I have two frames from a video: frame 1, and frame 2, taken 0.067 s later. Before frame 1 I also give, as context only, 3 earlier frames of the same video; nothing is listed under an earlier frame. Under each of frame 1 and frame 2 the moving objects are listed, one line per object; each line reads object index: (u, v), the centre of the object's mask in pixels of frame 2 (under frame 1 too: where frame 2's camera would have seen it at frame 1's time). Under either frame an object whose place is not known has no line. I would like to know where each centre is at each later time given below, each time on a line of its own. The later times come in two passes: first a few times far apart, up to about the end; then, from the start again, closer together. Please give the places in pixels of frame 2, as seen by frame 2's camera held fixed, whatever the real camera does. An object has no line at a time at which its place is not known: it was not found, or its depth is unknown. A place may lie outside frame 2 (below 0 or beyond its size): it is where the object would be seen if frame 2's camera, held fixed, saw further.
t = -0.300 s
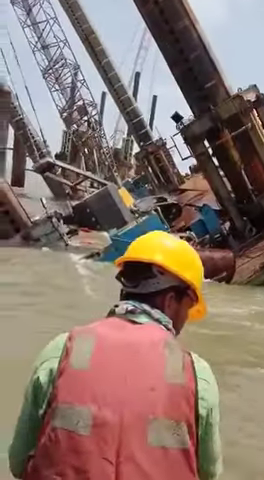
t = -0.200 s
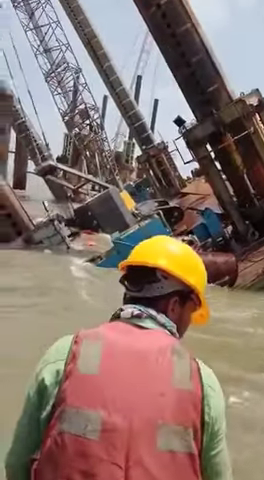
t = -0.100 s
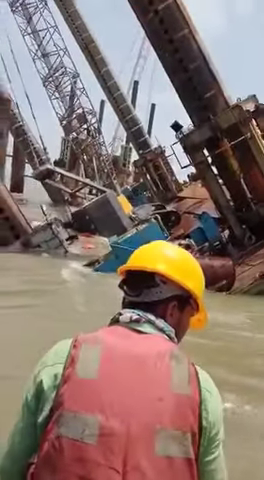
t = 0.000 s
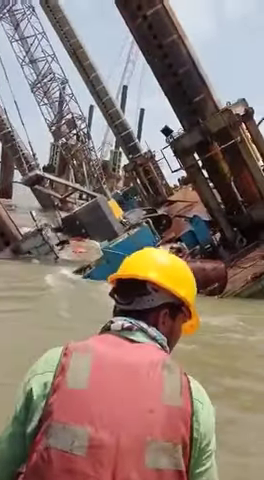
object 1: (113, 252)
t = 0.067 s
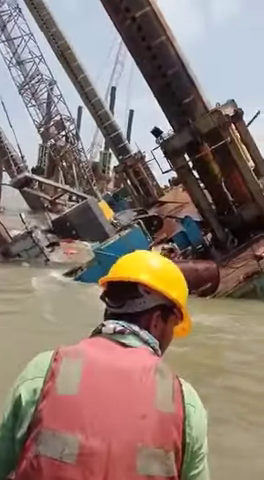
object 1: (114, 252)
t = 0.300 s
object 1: (116, 254)
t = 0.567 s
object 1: (117, 253)
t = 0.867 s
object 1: (120, 253)
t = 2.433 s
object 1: (134, 248)
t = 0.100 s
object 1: (113, 253)
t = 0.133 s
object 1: (114, 252)
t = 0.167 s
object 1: (115, 253)
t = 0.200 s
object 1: (115, 253)
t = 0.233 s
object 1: (115, 253)
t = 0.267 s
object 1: (116, 254)
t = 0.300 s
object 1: (116, 254)
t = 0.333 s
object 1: (116, 254)
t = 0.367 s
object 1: (116, 254)
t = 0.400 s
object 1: (117, 254)
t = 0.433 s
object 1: (117, 254)
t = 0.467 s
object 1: (117, 254)
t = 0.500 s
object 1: (116, 253)
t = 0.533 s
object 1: (117, 253)
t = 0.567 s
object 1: (117, 253)
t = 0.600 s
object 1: (118, 252)
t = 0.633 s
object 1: (118, 253)
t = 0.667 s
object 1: (118, 253)
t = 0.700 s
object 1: (117, 253)
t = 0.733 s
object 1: (117, 254)
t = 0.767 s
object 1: (118, 254)
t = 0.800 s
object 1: (118, 253)
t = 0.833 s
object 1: (119, 253)
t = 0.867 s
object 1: (120, 253)
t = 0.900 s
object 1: (120, 252)
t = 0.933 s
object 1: (120, 252)
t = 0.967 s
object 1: (120, 251)
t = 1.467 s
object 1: (141, 244)
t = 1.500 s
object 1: (146, 245)
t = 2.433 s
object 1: (134, 248)
